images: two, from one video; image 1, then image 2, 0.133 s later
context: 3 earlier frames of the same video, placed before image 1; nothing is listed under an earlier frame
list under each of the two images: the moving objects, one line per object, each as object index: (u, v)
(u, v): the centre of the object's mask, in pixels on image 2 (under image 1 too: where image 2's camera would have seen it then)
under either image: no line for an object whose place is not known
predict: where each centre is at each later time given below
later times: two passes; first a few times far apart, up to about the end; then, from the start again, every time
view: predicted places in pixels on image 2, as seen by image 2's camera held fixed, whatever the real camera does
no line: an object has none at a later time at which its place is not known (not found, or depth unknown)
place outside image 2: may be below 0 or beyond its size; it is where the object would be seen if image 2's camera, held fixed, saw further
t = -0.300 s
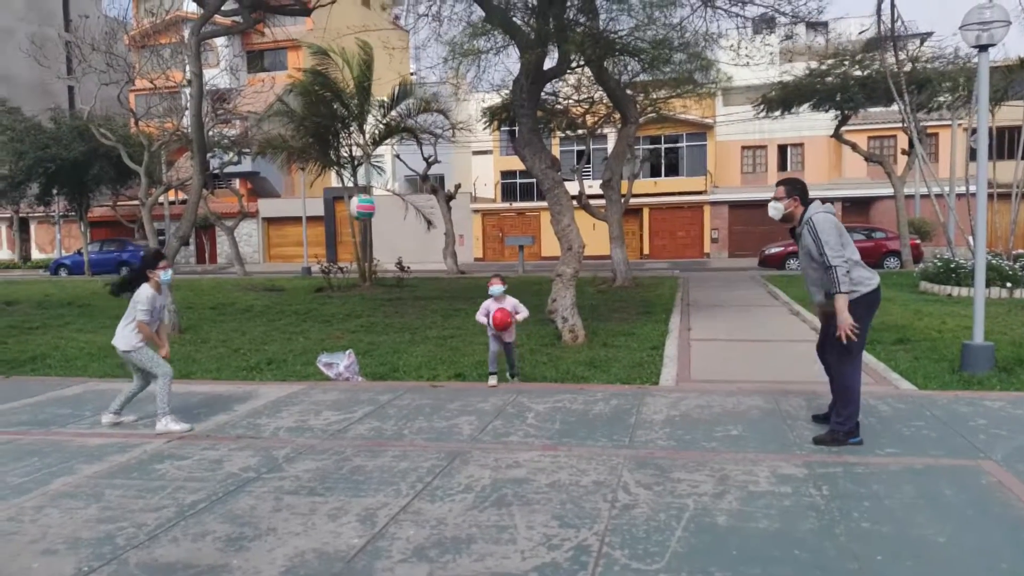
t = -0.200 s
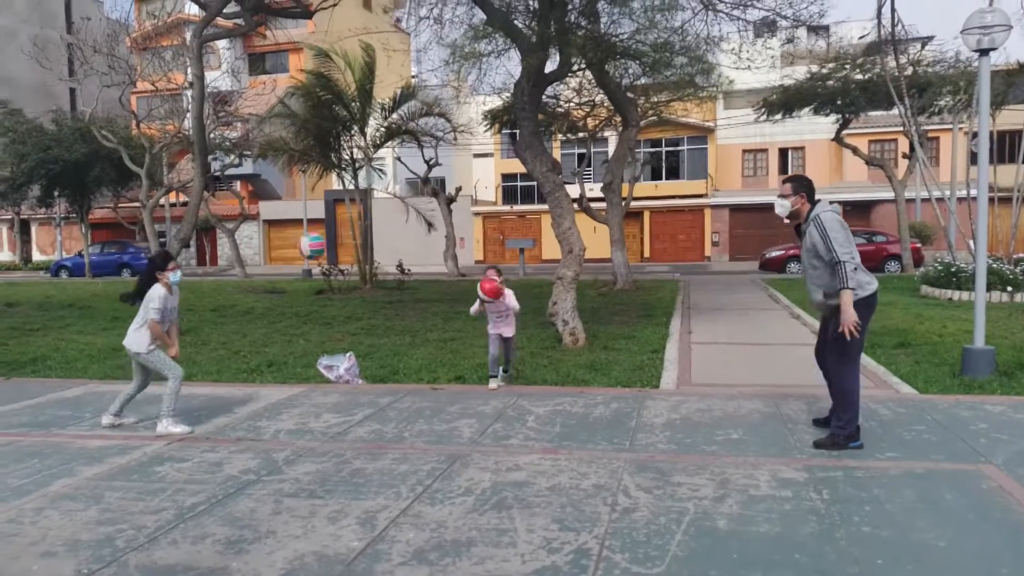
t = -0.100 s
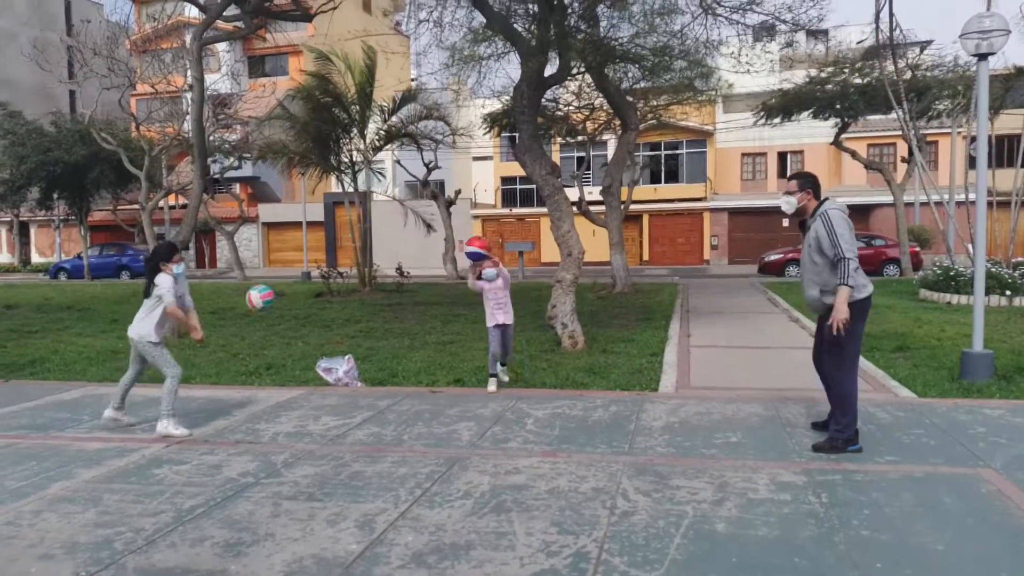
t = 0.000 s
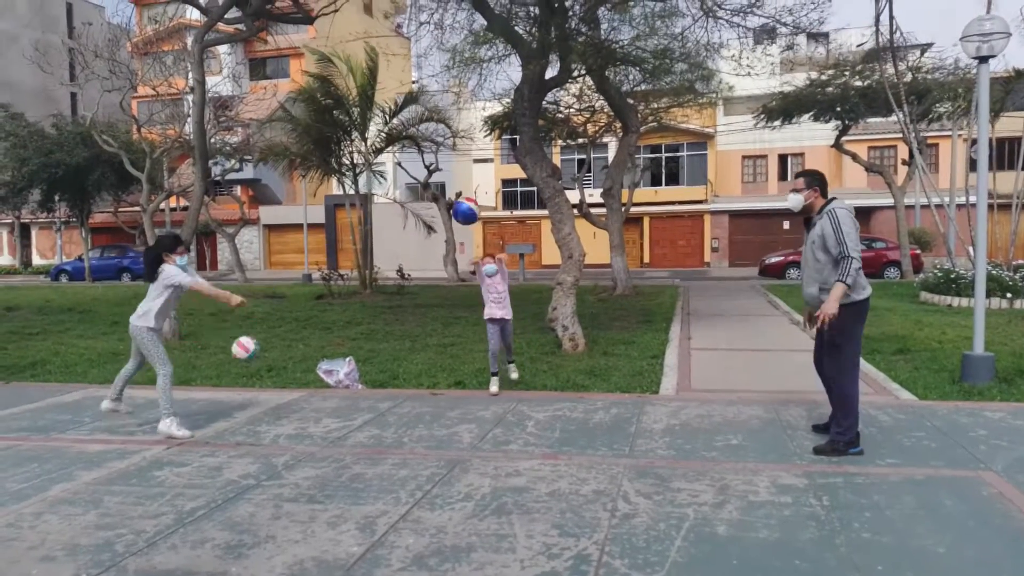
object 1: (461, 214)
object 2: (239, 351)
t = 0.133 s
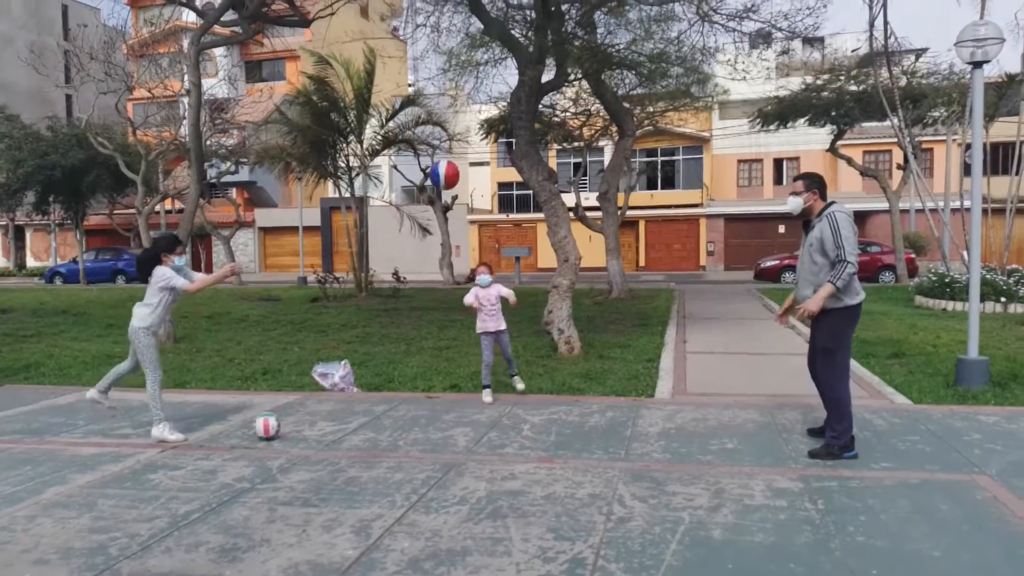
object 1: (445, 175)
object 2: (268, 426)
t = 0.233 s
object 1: (429, 158)
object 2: (298, 389)
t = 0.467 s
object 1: (389, 175)
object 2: (375, 335)
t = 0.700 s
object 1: (336, 297)
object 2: (452, 361)
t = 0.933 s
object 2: (529, 427)
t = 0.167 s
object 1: (440, 168)
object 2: (277, 419)
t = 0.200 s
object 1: (434, 162)
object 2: (288, 403)
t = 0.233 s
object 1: (429, 158)
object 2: (298, 389)
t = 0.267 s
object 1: (424, 157)
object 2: (309, 377)
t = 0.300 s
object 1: (419, 155)
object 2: (320, 366)
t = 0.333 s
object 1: (413, 155)
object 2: (330, 357)
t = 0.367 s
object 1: (408, 157)
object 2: (341, 349)
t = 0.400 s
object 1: (402, 161)
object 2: (353, 343)
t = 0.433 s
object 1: (395, 167)
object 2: (364, 338)
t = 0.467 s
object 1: (389, 175)
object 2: (375, 335)
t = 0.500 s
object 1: (383, 185)
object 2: (386, 334)
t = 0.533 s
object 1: (376, 197)
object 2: (397, 335)
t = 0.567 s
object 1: (369, 212)
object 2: (408, 336)
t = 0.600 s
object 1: (361, 228)
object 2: (419, 339)
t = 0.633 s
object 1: (354, 249)
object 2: (430, 345)
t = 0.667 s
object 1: (345, 271)
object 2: (441, 352)
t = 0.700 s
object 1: (336, 297)
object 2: (452, 361)
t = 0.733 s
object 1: (327, 326)
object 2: (463, 372)
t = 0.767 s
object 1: (317, 358)
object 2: (474, 385)
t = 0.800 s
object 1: (307, 395)
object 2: (484, 399)
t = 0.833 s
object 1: (296, 436)
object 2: (495, 416)
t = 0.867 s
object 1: (285, 480)
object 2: (506, 433)
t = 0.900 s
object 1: (274, 516)
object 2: (518, 439)
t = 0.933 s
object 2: (529, 427)
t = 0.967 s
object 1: (260, 461)
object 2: (540, 415)
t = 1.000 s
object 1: (253, 434)
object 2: (550, 405)
